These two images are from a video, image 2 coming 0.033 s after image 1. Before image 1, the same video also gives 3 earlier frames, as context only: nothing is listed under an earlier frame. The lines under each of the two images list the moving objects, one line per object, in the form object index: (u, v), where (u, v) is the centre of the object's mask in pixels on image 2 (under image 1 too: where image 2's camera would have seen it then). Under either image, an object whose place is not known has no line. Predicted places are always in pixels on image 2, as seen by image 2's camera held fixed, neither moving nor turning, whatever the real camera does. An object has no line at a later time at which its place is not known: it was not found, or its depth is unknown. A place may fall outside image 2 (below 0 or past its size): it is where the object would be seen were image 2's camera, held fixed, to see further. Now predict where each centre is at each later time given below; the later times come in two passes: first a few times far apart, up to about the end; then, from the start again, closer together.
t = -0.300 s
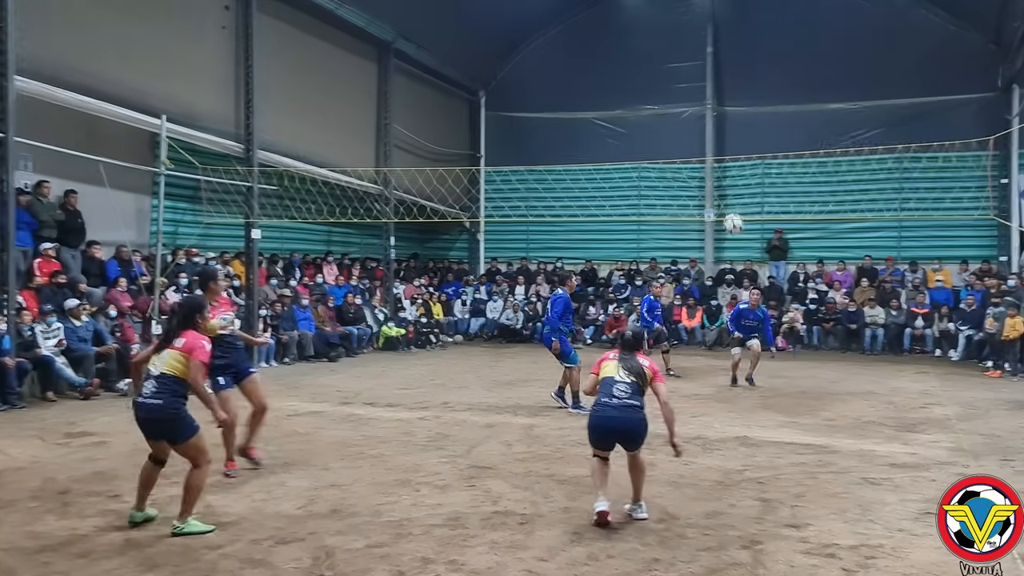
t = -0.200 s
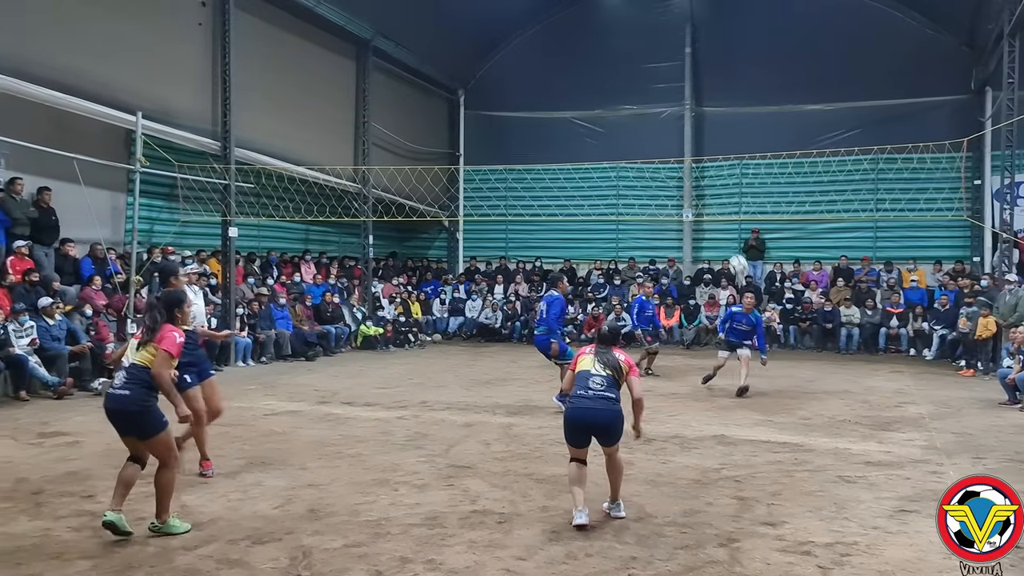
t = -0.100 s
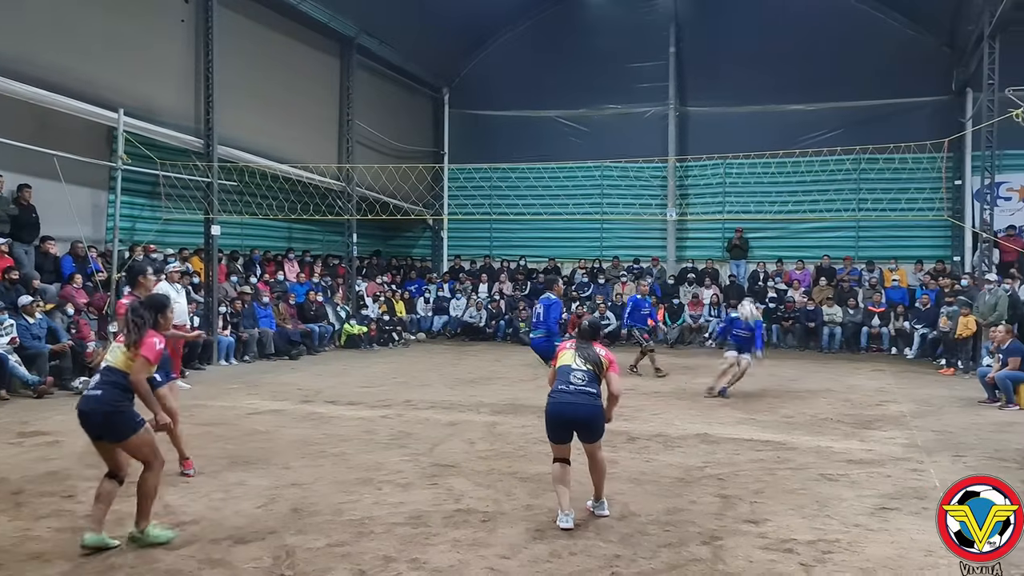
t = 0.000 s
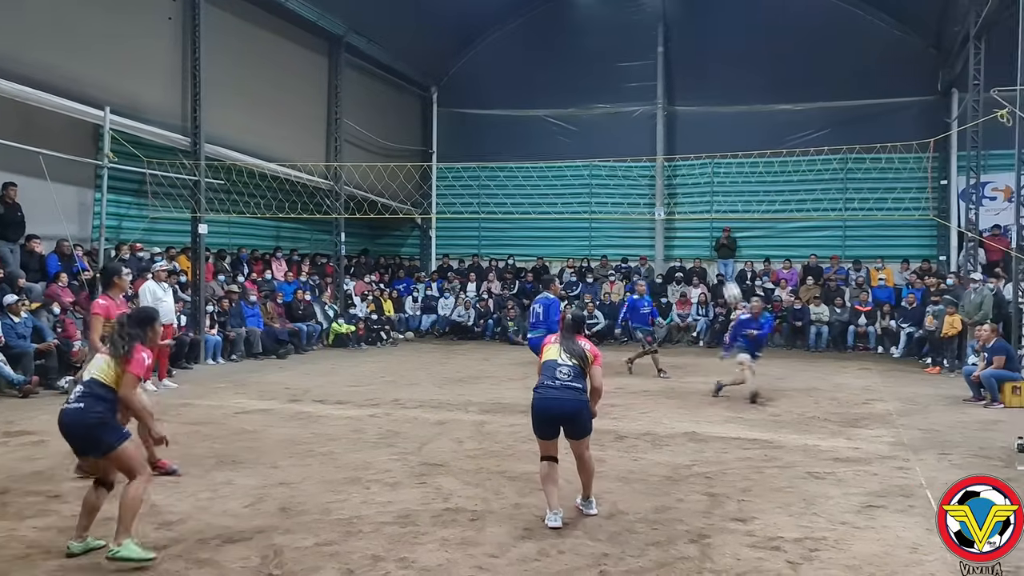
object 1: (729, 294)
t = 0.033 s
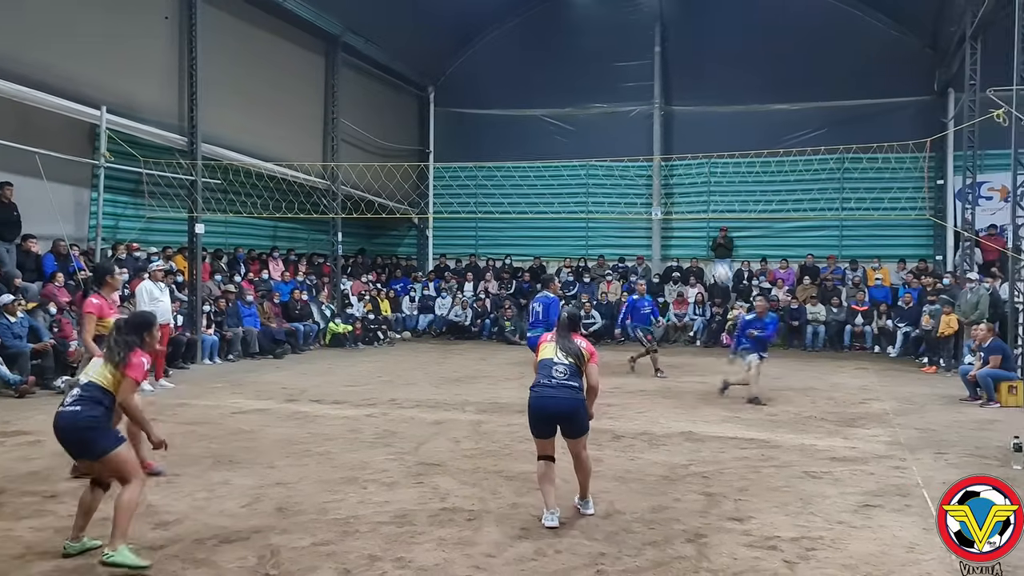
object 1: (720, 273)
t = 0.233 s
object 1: (684, 184)
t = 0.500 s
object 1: (639, 122)
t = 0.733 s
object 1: (602, 111)
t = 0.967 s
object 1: (571, 134)
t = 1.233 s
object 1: (536, 200)
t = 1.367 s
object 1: (520, 247)
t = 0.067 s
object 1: (715, 257)
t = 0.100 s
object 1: (709, 240)
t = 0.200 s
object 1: (691, 197)
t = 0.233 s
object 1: (684, 184)
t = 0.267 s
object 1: (678, 173)
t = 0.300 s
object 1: (672, 164)
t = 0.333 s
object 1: (667, 154)
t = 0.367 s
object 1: (661, 146)
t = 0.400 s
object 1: (655, 138)
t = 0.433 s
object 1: (650, 132)
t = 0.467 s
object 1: (644, 126)
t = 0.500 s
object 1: (639, 122)
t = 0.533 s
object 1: (633, 118)
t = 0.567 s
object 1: (628, 114)
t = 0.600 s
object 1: (623, 112)
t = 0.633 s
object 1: (618, 111)
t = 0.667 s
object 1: (612, 110)
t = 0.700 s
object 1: (607, 110)
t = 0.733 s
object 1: (602, 111)
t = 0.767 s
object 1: (600, 111)
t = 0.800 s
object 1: (595, 113)
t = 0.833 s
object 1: (590, 116)
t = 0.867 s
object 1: (585, 119)
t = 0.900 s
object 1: (581, 124)
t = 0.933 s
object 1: (576, 128)
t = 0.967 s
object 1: (571, 134)
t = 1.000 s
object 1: (567, 140)
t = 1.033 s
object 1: (563, 147)
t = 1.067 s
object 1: (558, 153)
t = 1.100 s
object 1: (554, 161)
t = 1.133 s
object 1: (549, 170)
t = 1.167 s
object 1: (545, 180)
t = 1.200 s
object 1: (540, 189)
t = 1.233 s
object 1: (536, 200)
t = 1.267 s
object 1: (532, 210)
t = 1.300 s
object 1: (529, 222)
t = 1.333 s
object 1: (524, 234)
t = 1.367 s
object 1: (520, 247)
